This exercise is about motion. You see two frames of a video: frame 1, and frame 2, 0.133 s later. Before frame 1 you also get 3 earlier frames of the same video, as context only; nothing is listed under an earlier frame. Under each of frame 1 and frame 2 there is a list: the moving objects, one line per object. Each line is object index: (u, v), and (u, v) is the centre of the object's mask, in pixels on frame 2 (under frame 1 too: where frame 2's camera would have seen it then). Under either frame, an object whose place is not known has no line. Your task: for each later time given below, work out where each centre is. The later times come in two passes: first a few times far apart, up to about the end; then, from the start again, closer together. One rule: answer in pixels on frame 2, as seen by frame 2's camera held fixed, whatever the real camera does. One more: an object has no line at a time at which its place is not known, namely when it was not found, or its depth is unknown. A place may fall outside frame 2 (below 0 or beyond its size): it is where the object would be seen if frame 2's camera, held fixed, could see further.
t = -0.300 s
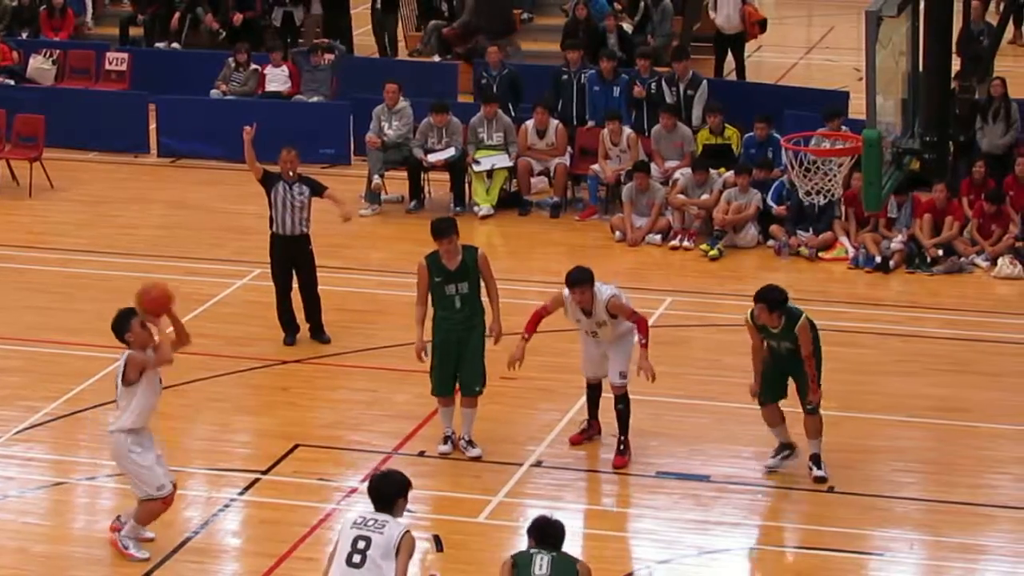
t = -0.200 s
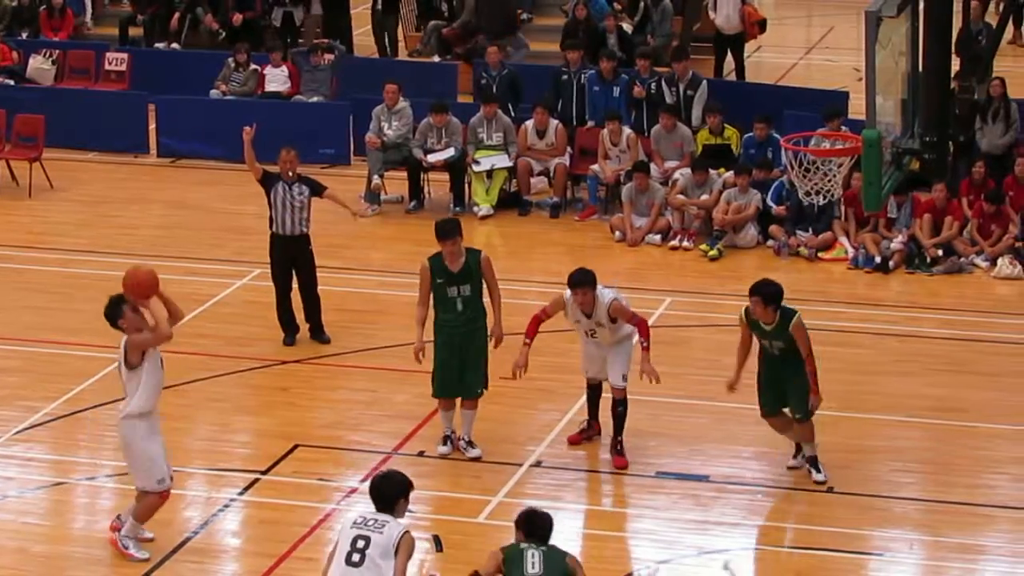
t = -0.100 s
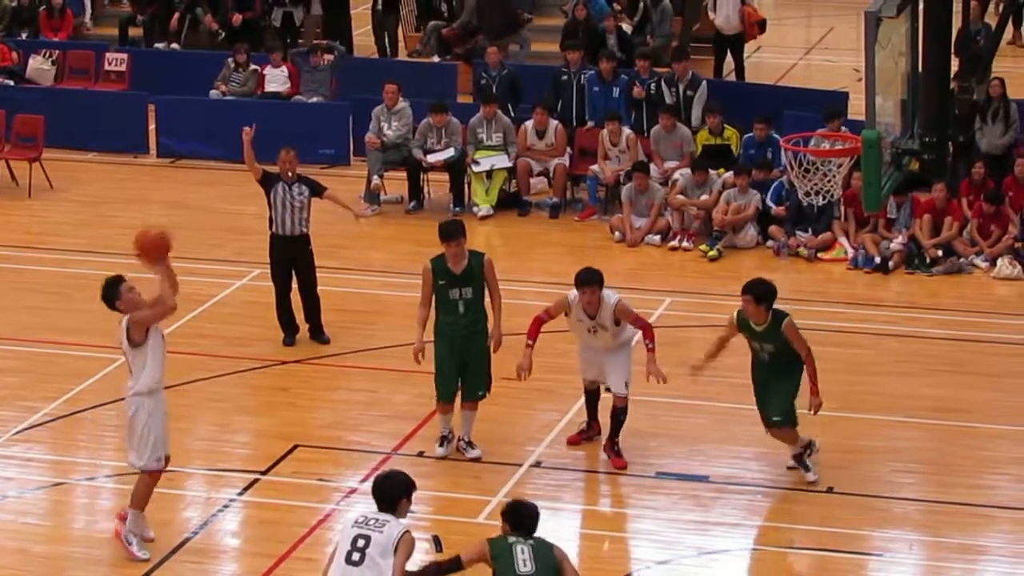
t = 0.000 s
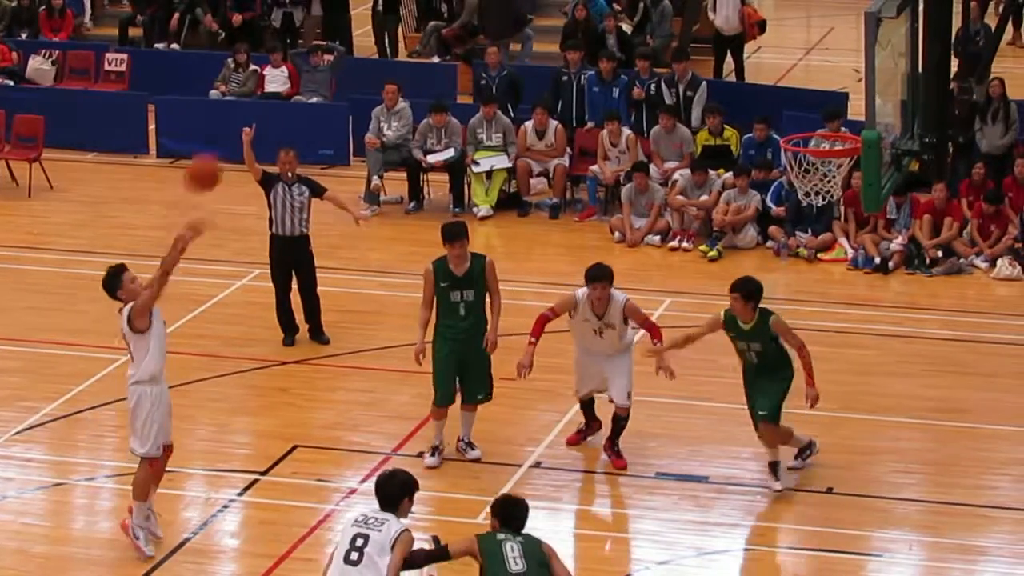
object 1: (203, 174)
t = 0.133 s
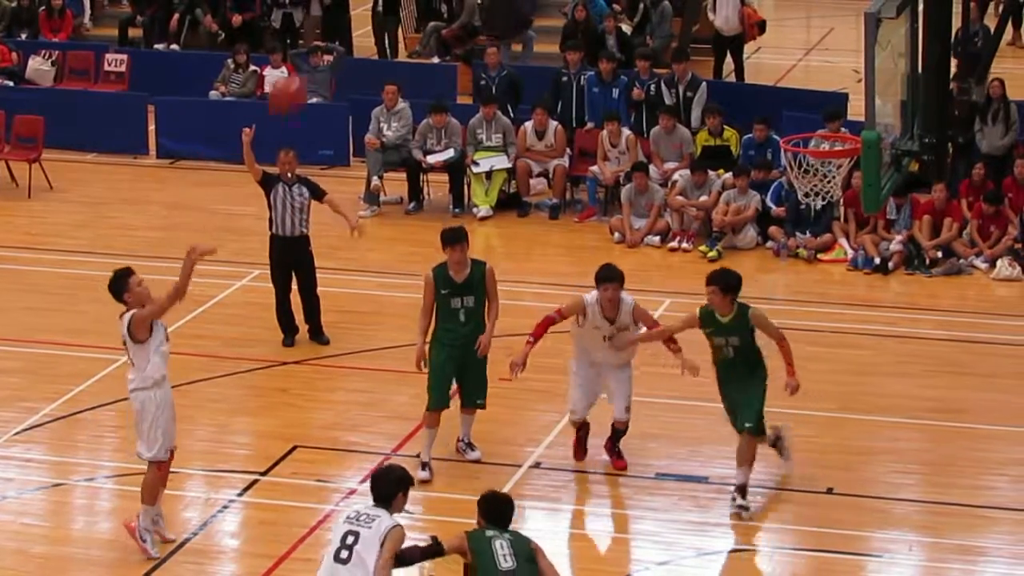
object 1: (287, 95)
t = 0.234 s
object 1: (353, 50)
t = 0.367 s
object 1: (443, 11)
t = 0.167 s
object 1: (310, 77)
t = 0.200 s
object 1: (332, 60)
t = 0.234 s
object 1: (353, 50)
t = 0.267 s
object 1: (378, 35)
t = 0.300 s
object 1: (398, 25)
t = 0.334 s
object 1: (422, 18)
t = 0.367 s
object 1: (443, 11)
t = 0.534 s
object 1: (561, 7)
